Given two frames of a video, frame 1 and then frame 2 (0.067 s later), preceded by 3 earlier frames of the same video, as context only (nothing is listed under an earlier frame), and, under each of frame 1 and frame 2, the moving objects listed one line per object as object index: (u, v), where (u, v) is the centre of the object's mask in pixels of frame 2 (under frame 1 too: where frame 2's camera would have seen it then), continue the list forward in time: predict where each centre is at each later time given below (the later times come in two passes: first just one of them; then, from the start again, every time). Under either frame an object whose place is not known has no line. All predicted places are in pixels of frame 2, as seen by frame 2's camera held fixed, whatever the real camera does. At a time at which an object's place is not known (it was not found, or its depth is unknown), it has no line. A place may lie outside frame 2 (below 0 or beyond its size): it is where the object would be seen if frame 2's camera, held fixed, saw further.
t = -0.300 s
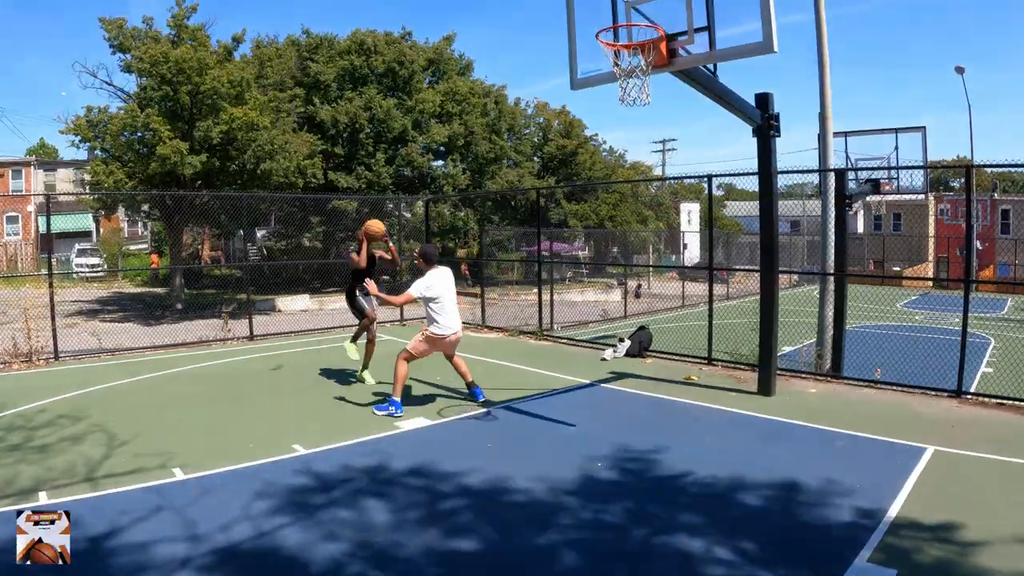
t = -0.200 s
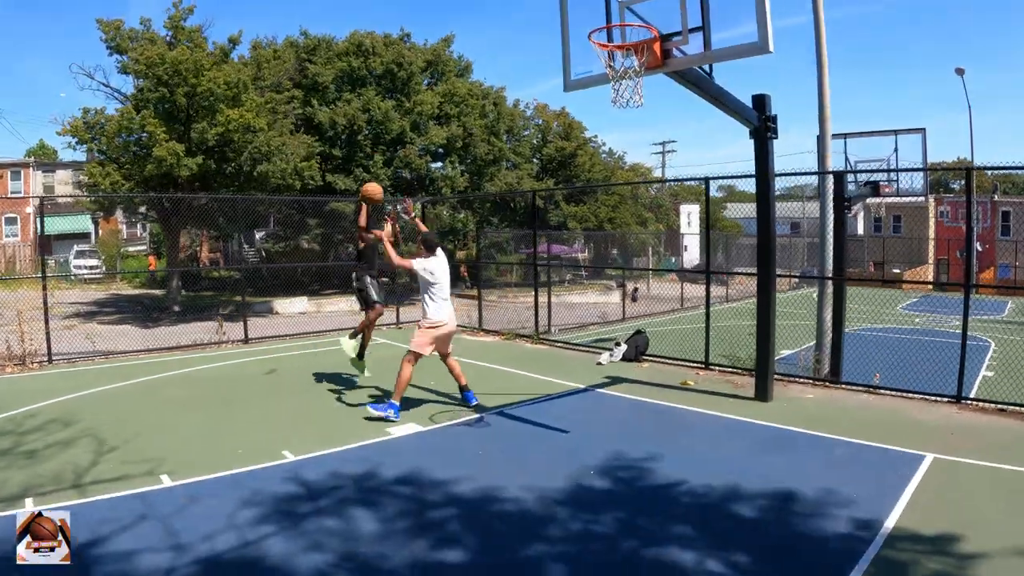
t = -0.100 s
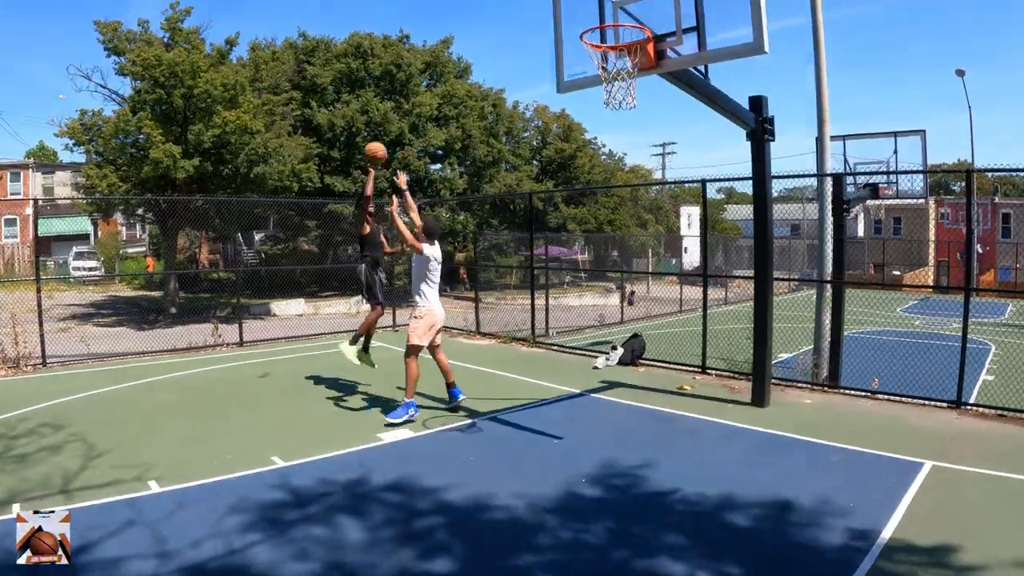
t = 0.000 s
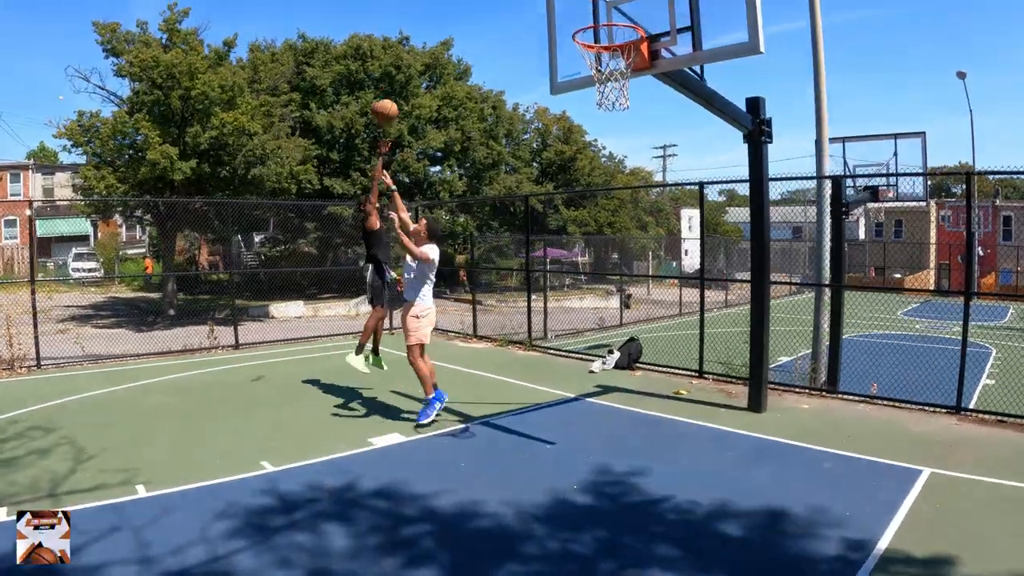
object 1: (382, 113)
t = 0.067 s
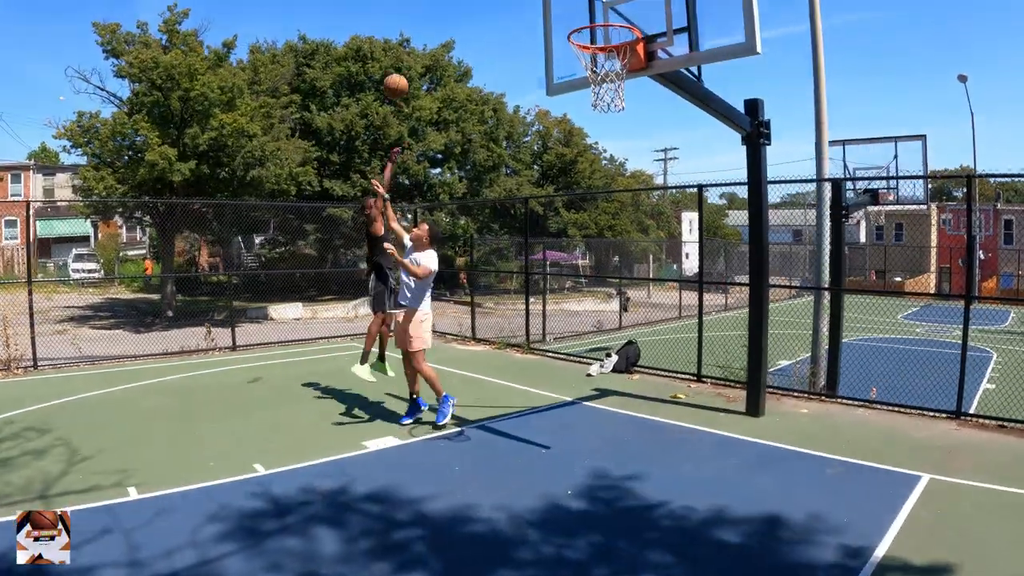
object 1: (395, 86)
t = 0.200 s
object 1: (422, 45)
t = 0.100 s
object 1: (401, 75)
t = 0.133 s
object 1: (406, 63)
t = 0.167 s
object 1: (415, 54)
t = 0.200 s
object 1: (422, 45)
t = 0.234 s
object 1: (430, 37)
